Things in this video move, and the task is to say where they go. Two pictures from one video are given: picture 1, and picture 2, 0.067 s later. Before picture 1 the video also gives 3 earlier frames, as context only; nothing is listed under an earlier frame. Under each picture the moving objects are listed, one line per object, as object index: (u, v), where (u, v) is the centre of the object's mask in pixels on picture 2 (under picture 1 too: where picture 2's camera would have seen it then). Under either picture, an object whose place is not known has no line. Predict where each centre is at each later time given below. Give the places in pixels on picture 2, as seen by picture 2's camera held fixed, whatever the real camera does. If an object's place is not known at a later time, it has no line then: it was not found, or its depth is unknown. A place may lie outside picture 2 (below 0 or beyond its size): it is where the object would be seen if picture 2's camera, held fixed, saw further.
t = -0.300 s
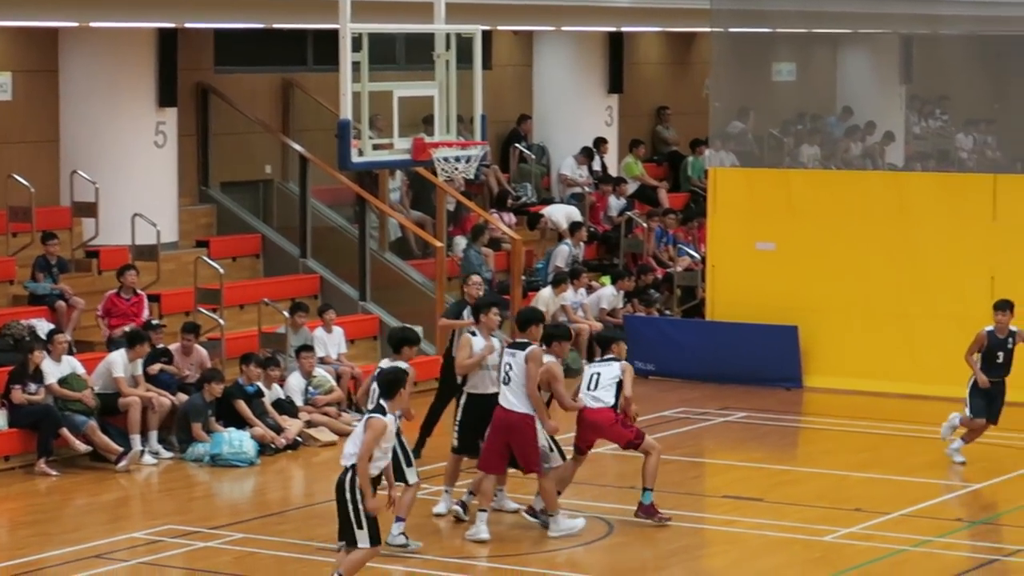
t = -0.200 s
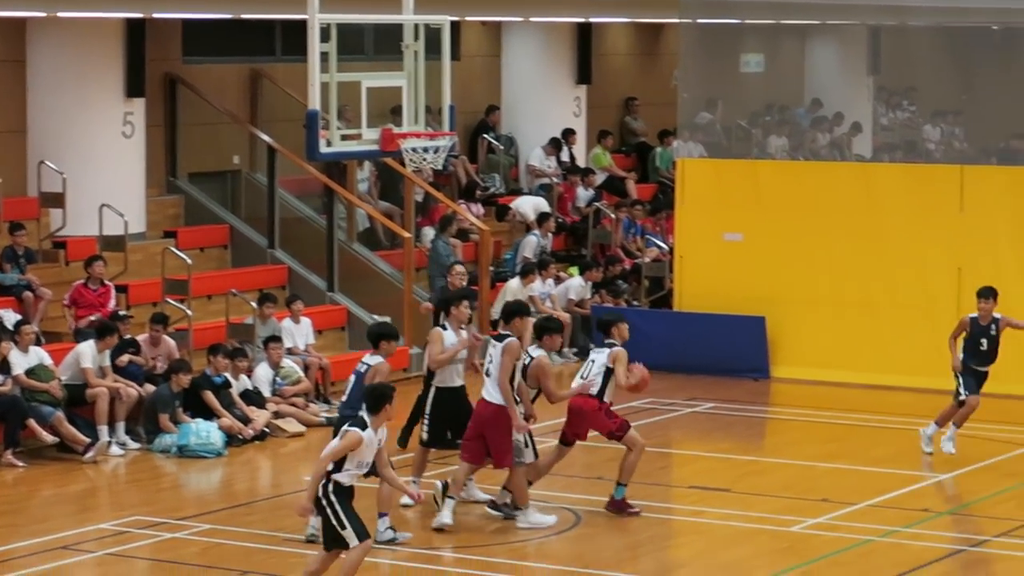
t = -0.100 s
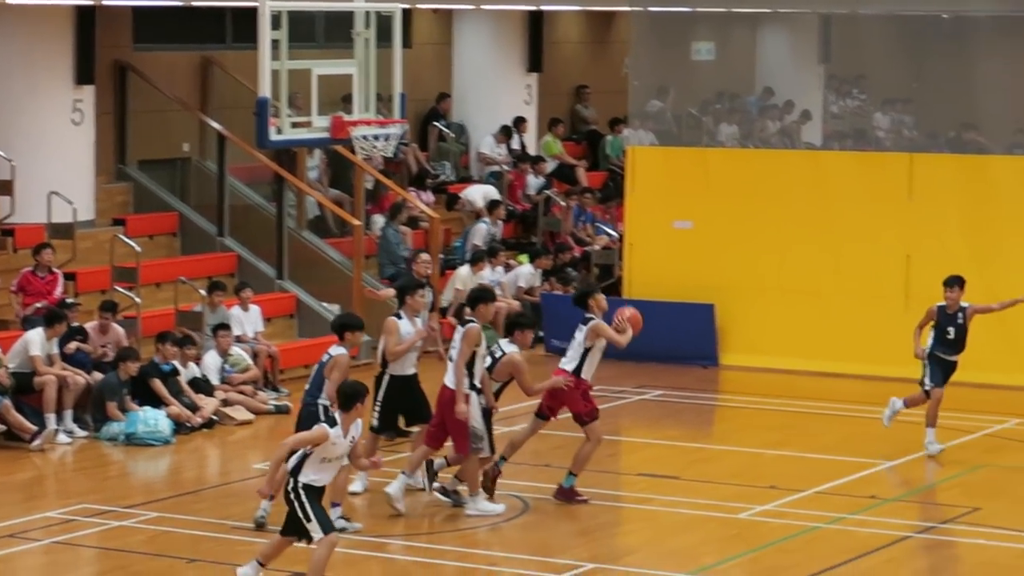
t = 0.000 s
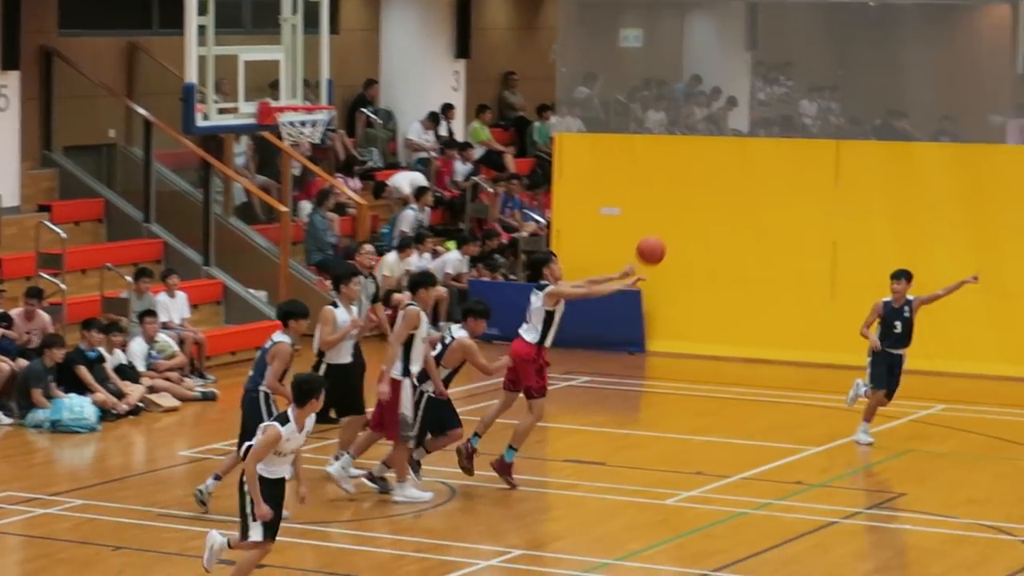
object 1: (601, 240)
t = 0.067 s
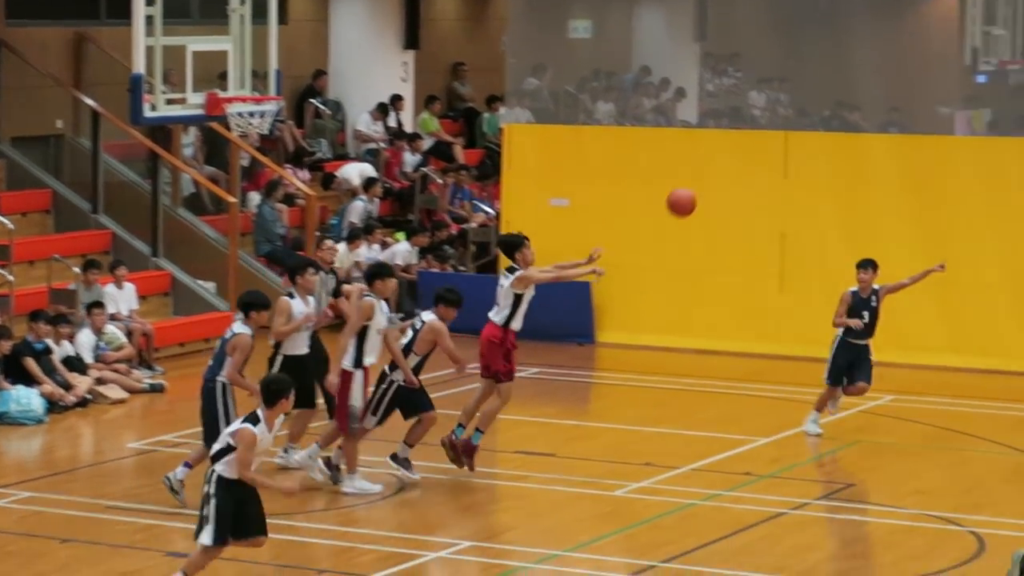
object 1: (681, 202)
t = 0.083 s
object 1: (702, 193)
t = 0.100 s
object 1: (722, 184)
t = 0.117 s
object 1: (743, 175)
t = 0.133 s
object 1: (763, 167)
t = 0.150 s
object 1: (783, 159)
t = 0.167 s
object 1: (804, 151)
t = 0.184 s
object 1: (825, 143)
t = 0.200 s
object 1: (845, 136)
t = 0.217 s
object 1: (866, 128)
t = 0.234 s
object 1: (886, 122)
